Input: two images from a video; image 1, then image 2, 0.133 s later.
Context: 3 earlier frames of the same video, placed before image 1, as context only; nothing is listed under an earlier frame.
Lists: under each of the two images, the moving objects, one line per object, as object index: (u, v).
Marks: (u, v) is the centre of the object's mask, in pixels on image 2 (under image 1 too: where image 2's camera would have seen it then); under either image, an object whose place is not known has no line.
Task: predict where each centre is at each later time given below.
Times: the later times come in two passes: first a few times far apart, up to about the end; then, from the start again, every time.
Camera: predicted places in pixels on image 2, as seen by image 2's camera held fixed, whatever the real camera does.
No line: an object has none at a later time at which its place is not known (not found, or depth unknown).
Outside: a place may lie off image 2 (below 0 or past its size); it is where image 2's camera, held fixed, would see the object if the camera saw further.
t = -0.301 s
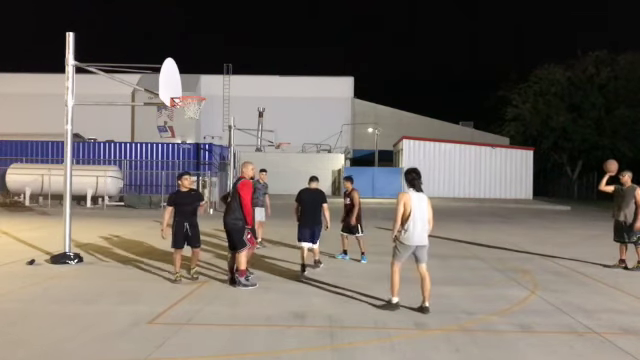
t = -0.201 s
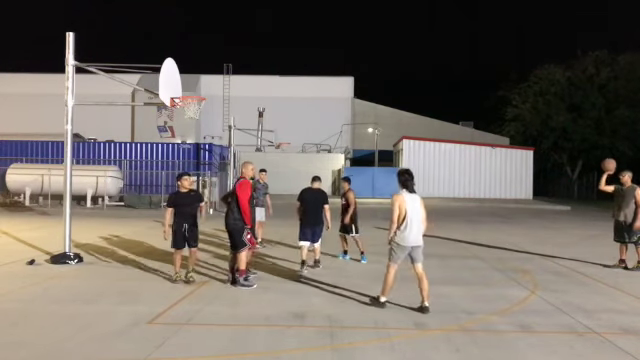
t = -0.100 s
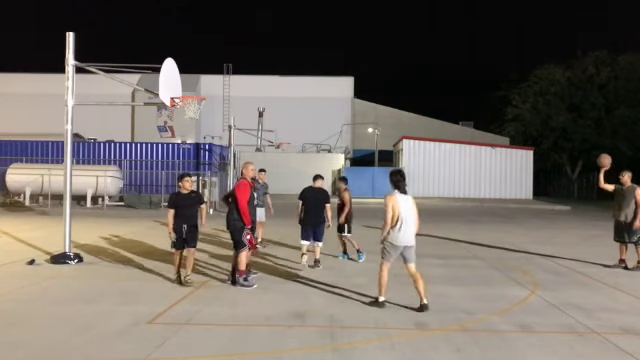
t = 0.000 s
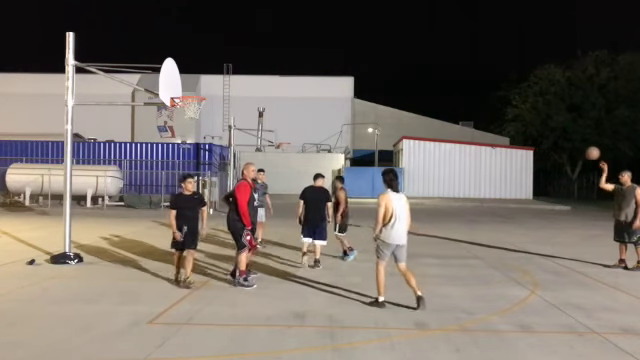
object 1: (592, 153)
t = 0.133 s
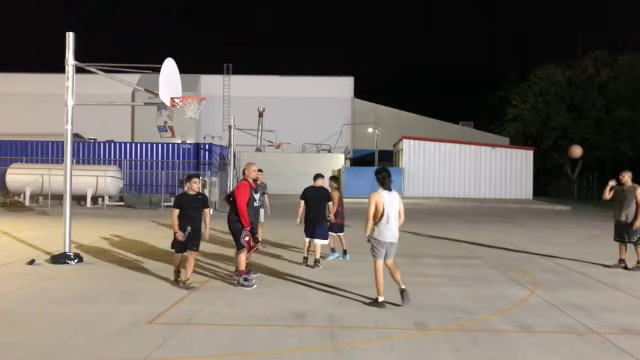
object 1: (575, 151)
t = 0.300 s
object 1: (553, 163)
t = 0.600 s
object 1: (515, 220)
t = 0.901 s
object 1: (487, 227)
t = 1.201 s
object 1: (467, 198)
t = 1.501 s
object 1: (446, 218)
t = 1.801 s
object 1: (425, 246)
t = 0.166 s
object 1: (571, 152)
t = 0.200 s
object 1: (567, 154)
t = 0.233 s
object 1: (562, 156)
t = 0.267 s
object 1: (558, 159)
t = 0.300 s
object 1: (553, 163)
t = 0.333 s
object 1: (549, 167)
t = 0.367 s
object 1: (545, 171)
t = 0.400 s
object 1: (541, 176)
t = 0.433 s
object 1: (537, 182)
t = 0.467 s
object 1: (532, 189)
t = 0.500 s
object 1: (529, 195)
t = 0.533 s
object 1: (524, 203)
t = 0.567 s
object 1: (520, 213)
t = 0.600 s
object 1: (515, 220)
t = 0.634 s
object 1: (510, 230)
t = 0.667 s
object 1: (505, 239)
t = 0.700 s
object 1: (503, 250)
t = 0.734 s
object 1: (498, 260)
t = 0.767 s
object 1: (496, 255)
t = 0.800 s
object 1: (494, 247)
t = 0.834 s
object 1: (491, 240)
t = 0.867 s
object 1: (487, 232)
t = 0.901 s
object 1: (487, 227)
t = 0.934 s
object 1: (485, 222)
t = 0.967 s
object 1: (483, 217)
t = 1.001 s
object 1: (481, 213)
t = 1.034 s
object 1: (478, 209)
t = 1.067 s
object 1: (476, 206)
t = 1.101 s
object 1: (474, 203)
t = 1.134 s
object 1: (472, 200)
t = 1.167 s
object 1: (470, 199)
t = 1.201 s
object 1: (467, 198)
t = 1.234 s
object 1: (465, 198)
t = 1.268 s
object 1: (463, 198)
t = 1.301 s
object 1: (460, 199)
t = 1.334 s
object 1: (457, 200)
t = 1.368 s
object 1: (454, 203)
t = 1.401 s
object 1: (452, 206)
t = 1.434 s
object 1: (451, 209)
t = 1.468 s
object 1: (449, 213)
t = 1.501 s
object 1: (446, 218)
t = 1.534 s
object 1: (442, 222)
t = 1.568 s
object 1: (441, 228)
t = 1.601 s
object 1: (439, 234)
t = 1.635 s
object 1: (435, 241)
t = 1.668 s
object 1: (433, 248)
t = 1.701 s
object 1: (431, 257)
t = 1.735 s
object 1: (430, 257)
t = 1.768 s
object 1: (427, 251)
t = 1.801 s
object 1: (425, 246)
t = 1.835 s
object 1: (423, 240)
